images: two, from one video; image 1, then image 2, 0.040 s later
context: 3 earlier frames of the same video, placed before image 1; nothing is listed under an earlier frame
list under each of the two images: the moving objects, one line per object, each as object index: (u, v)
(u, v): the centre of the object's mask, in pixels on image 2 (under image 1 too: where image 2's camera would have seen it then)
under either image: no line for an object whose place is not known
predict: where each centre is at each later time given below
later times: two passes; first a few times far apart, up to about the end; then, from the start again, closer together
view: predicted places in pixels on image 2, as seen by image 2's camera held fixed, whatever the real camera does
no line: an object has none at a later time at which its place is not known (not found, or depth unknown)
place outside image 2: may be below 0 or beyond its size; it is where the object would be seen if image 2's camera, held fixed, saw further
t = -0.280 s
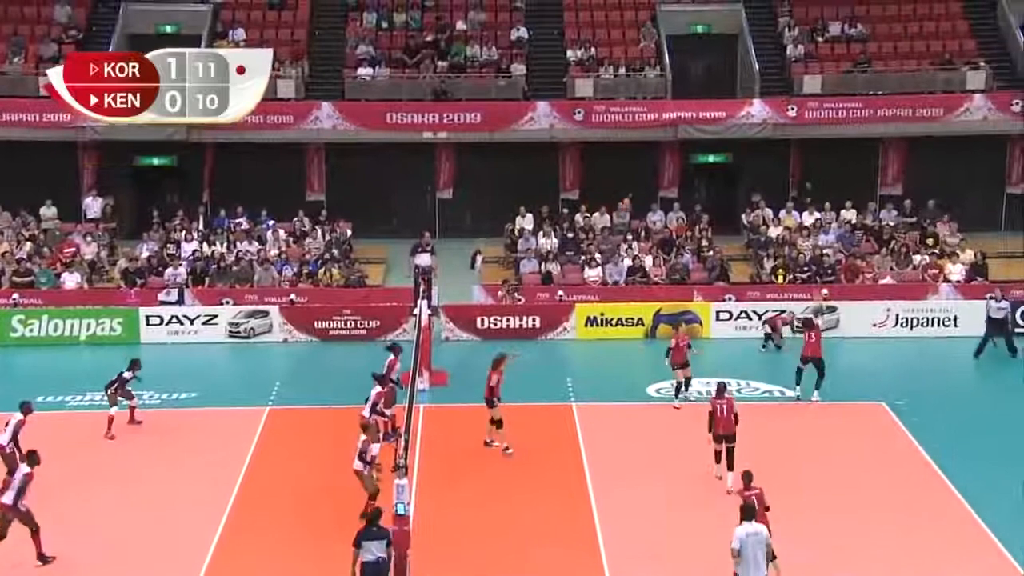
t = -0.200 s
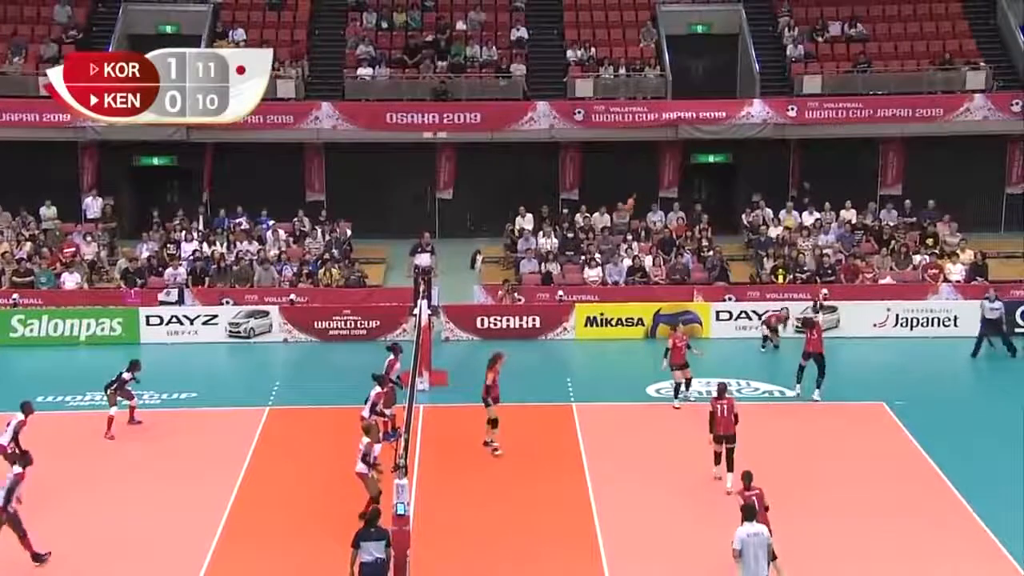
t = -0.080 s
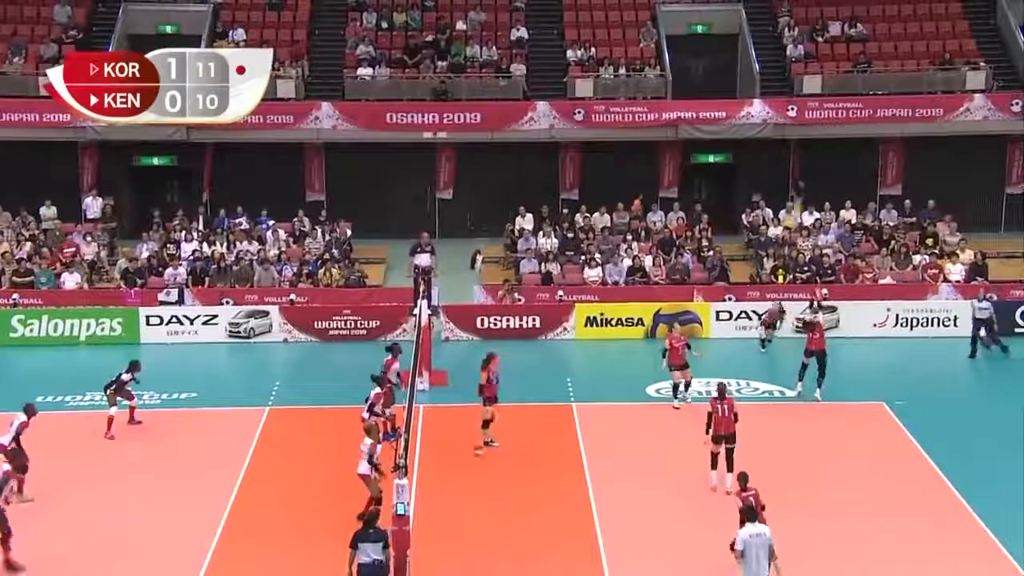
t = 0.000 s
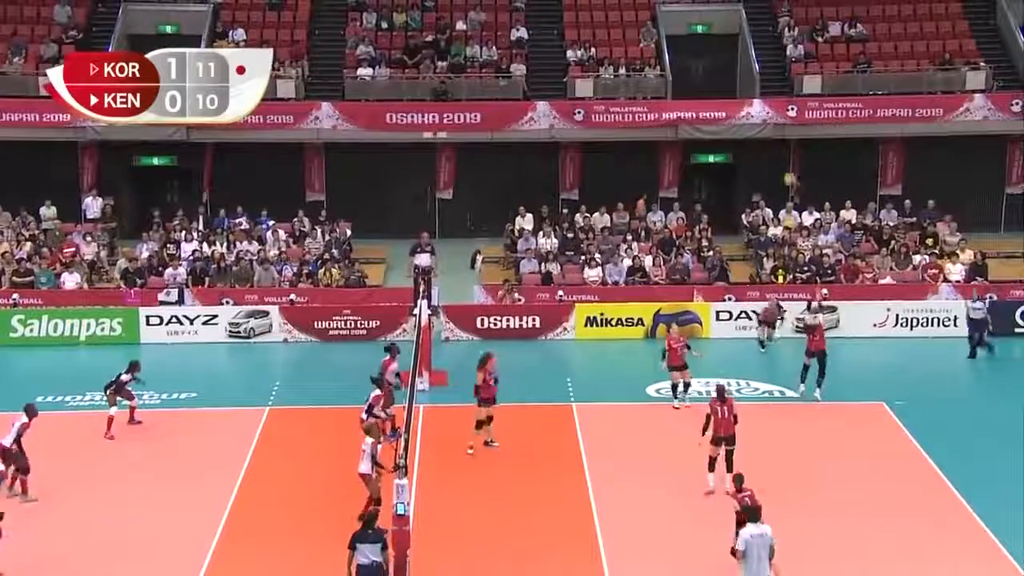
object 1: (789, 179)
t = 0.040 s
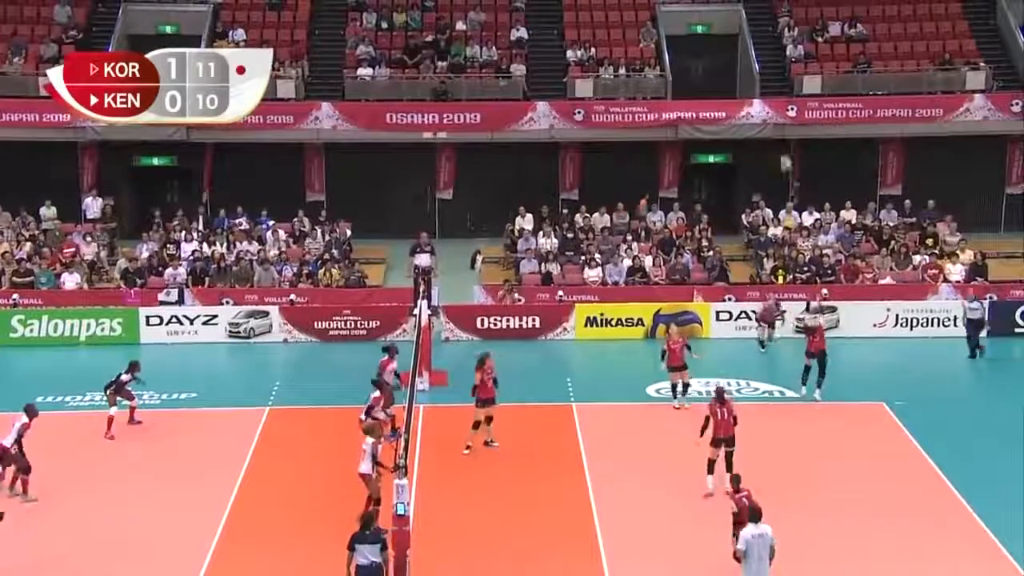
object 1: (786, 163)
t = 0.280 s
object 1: (758, 92)
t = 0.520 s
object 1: (728, 54)
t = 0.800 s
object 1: (691, 52)
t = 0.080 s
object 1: (781, 150)
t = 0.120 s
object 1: (775, 137)
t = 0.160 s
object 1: (772, 122)
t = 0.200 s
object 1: (768, 115)
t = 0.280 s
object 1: (758, 92)
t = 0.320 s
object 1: (753, 84)
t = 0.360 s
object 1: (748, 77)
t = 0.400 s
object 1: (744, 70)
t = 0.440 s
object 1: (738, 63)
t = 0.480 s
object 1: (733, 59)
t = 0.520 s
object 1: (728, 54)
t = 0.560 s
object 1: (723, 52)
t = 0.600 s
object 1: (718, 49)
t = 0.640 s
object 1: (712, 47)
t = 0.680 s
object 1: (707, 47)
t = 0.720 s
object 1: (702, 47)
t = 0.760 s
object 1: (696, 49)
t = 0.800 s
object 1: (691, 52)
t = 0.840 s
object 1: (685, 55)
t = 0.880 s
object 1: (680, 59)
